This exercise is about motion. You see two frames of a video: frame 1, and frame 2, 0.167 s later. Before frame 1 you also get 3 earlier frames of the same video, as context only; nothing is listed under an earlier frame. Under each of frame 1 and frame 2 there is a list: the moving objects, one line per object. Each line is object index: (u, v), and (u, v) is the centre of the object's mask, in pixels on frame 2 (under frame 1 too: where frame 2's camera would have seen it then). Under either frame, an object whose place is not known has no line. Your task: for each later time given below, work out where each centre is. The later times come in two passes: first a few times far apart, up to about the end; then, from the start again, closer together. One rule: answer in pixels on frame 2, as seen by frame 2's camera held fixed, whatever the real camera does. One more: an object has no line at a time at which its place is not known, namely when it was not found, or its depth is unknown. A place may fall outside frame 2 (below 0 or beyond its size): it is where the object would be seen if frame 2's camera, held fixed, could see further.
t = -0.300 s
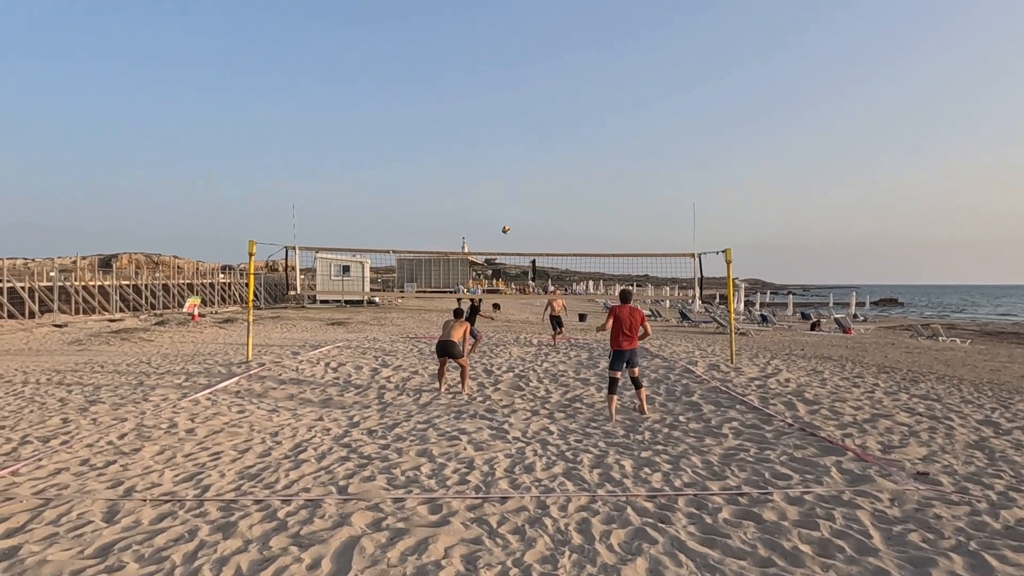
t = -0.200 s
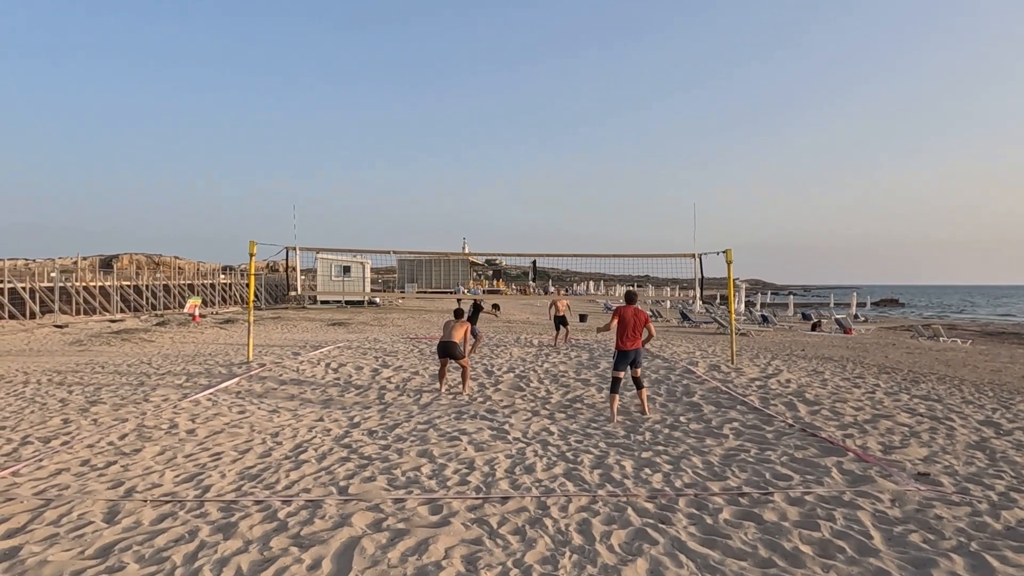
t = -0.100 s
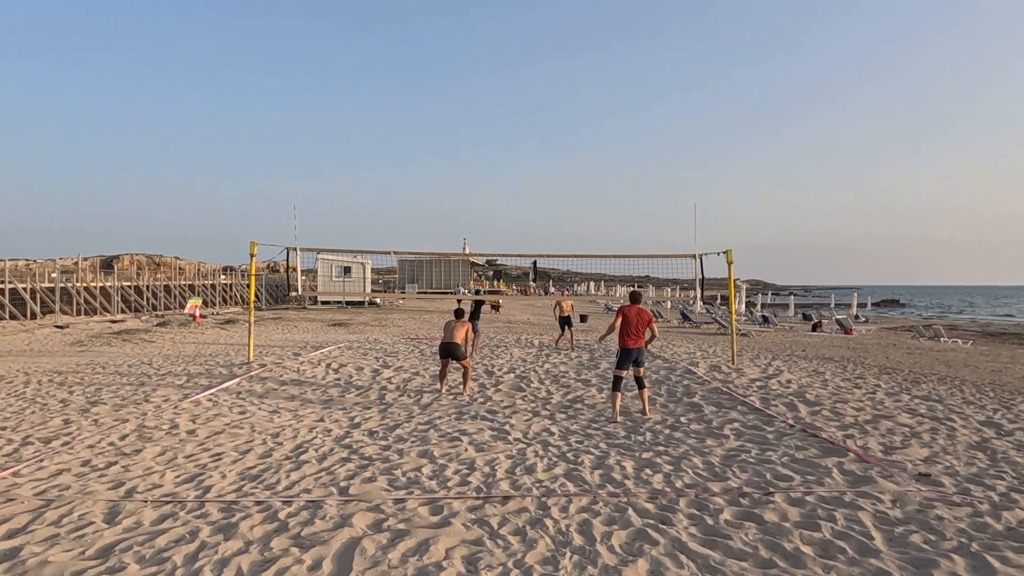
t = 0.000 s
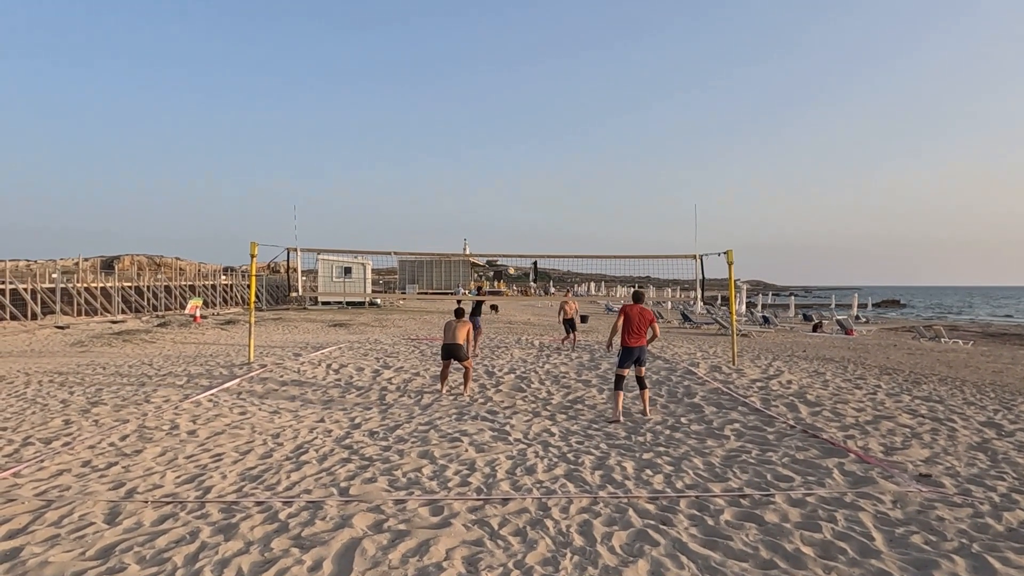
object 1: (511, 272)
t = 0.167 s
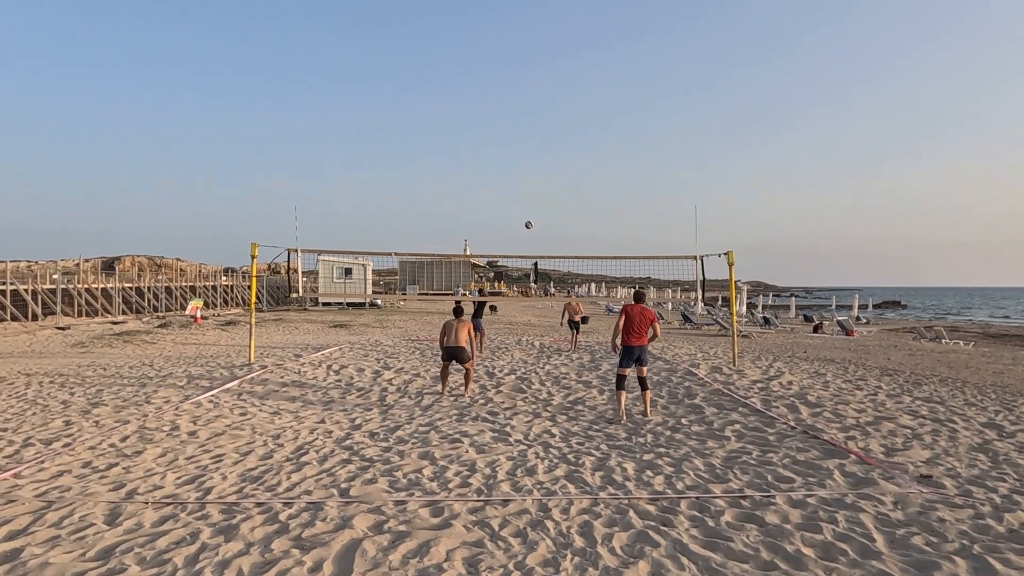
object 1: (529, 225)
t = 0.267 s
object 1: (540, 201)
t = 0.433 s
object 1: (560, 168)
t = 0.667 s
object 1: (583, 142)
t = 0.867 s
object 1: (603, 136)
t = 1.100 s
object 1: (623, 152)
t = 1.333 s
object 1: (639, 195)
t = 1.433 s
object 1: (645, 222)
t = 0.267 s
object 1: (540, 201)
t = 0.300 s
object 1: (544, 194)
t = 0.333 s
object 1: (548, 187)
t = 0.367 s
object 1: (552, 180)
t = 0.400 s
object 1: (556, 174)
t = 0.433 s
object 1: (560, 168)
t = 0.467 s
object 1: (563, 163)
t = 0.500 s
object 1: (567, 158)
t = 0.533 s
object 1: (571, 154)
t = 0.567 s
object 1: (575, 150)
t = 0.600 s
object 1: (578, 146)
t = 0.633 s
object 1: (582, 143)
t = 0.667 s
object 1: (583, 142)
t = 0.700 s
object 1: (587, 139)
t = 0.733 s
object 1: (590, 138)
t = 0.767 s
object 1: (593, 137)
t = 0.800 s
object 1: (597, 136)
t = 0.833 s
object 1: (600, 135)
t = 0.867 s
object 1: (603, 136)
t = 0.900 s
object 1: (606, 136)
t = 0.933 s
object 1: (609, 138)
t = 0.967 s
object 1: (612, 140)
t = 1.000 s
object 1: (615, 142)
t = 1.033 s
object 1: (618, 145)
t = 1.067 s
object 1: (621, 148)
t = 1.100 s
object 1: (623, 152)
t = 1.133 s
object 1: (626, 157)
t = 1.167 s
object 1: (628, 162)
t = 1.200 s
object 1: (630, 168)
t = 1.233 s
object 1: (633, 174)
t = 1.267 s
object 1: (635, 180)
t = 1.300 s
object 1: (637, 188)
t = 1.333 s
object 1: (639, 195)
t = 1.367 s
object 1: (641, 204)
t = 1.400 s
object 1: (643, 213)
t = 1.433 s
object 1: (645, 222)
